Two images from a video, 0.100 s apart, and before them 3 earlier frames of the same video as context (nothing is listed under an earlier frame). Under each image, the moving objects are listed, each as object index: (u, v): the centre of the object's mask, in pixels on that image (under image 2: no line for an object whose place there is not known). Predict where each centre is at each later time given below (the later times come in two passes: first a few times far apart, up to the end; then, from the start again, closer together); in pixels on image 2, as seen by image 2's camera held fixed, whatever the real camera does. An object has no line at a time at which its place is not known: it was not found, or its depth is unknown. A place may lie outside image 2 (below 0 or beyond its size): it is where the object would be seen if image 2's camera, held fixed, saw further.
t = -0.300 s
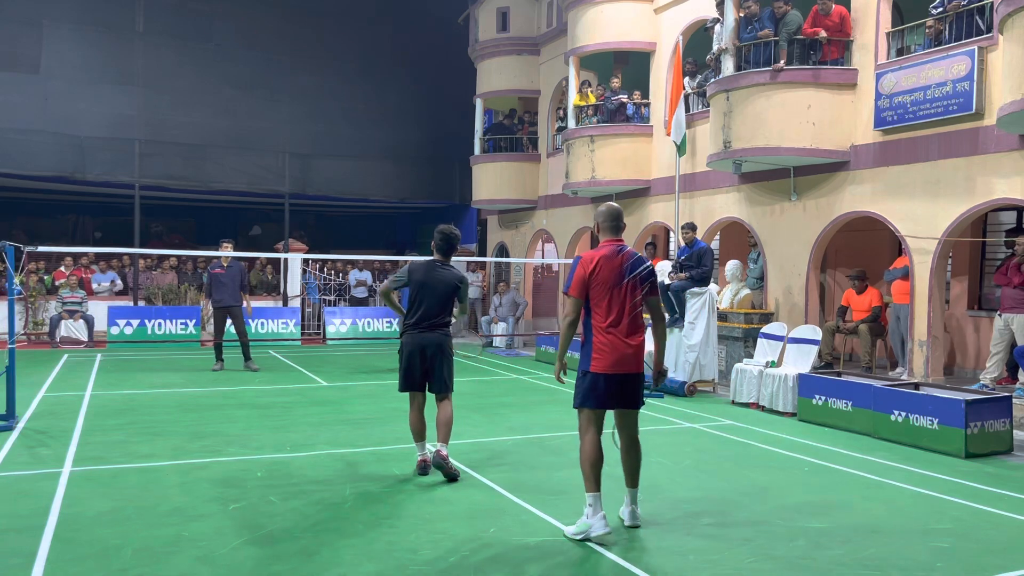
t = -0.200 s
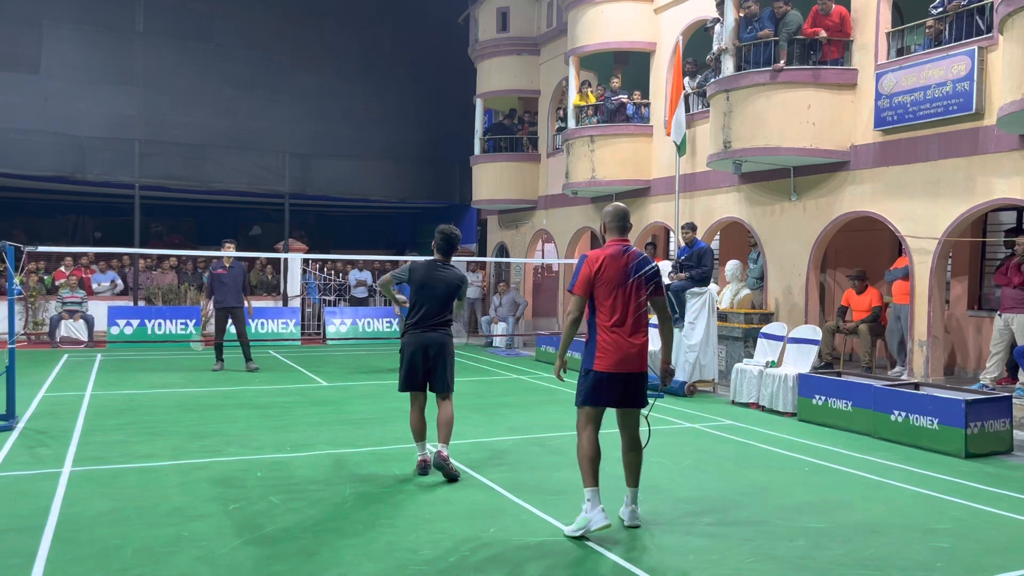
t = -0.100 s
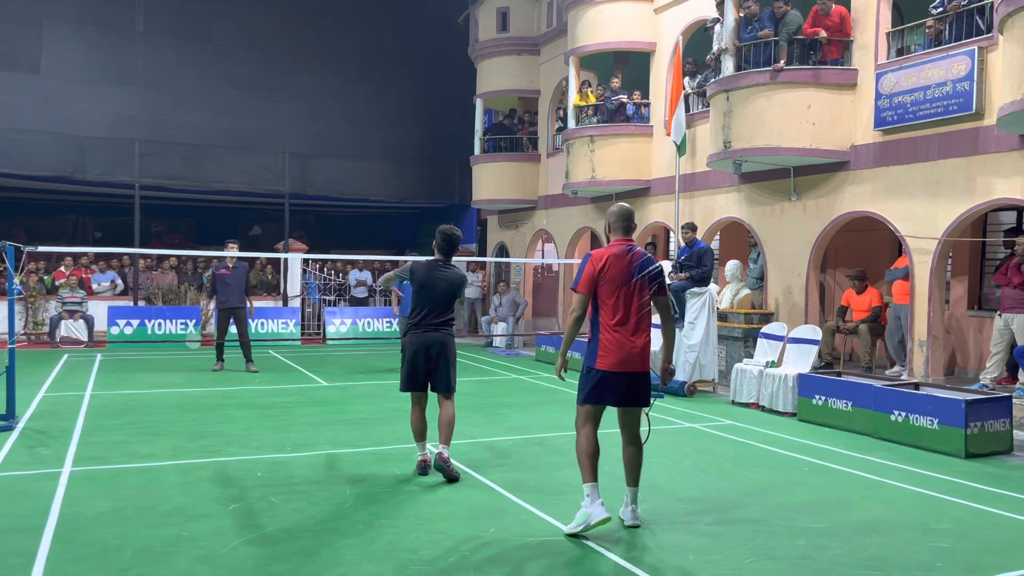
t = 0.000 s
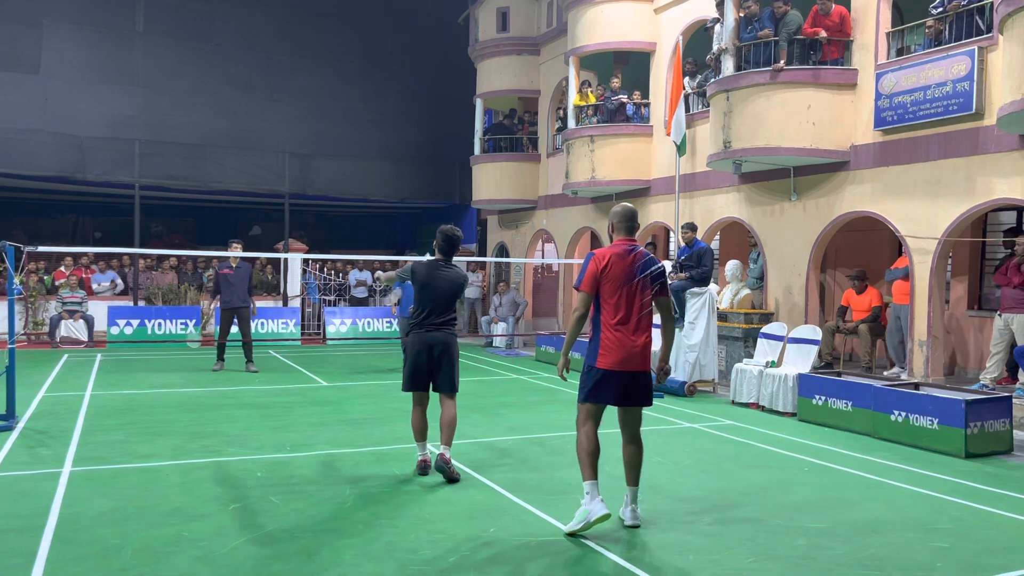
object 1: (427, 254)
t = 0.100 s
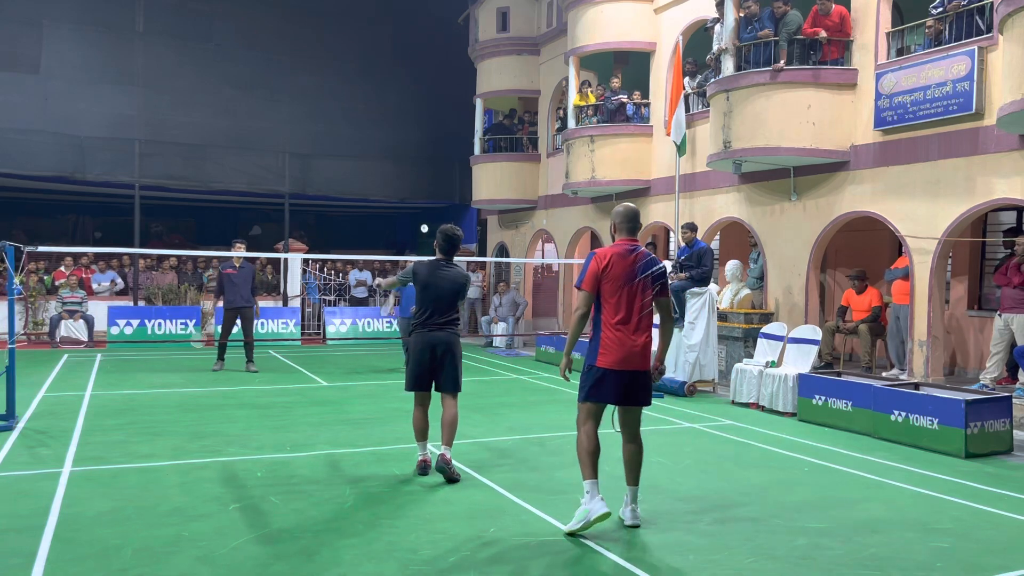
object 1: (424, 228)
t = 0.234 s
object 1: (420, 213)
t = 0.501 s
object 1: (415, 231)
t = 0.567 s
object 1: (415, 243)
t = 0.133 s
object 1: (423, 222)
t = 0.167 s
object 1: (422, 218)
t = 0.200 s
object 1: (421, 215)
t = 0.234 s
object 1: (420, 213)
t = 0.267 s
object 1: (419, 213)
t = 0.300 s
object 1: (418, 213)
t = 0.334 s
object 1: (418, 214)
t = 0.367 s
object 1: (417, 216)
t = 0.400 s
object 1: (416, 219)
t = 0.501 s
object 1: (415, 231)
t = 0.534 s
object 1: (415, 237)
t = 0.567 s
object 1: (415, 243)
